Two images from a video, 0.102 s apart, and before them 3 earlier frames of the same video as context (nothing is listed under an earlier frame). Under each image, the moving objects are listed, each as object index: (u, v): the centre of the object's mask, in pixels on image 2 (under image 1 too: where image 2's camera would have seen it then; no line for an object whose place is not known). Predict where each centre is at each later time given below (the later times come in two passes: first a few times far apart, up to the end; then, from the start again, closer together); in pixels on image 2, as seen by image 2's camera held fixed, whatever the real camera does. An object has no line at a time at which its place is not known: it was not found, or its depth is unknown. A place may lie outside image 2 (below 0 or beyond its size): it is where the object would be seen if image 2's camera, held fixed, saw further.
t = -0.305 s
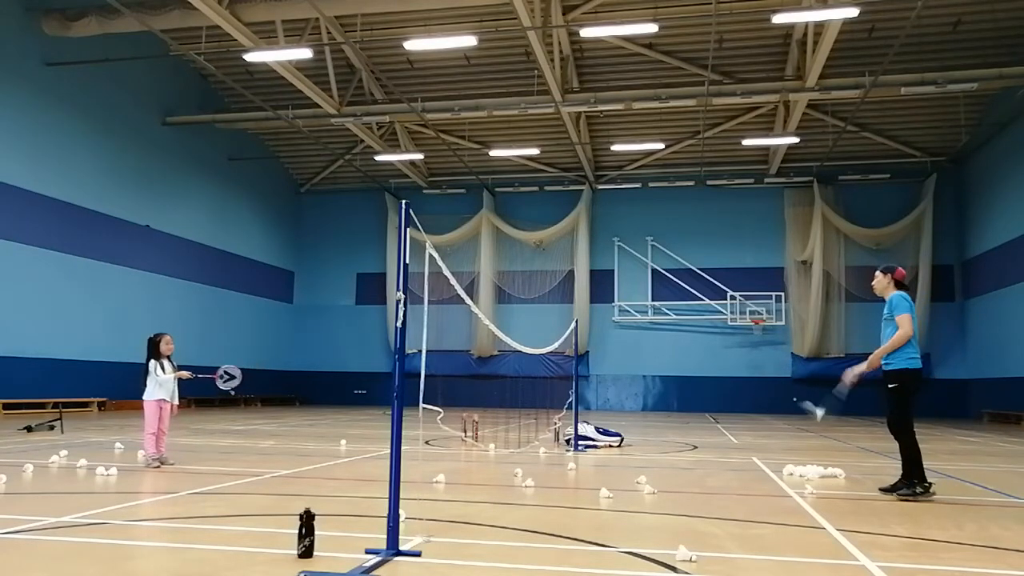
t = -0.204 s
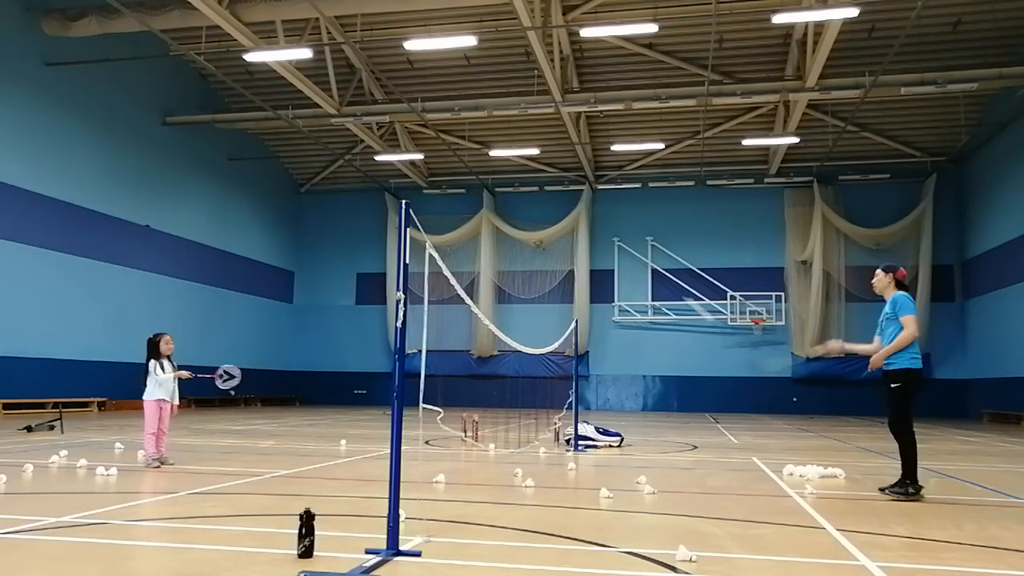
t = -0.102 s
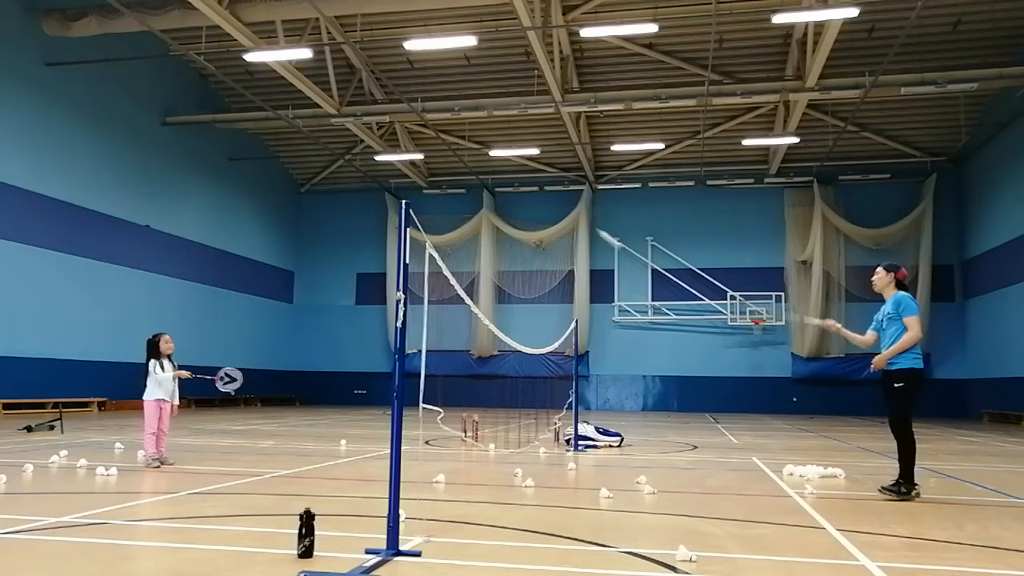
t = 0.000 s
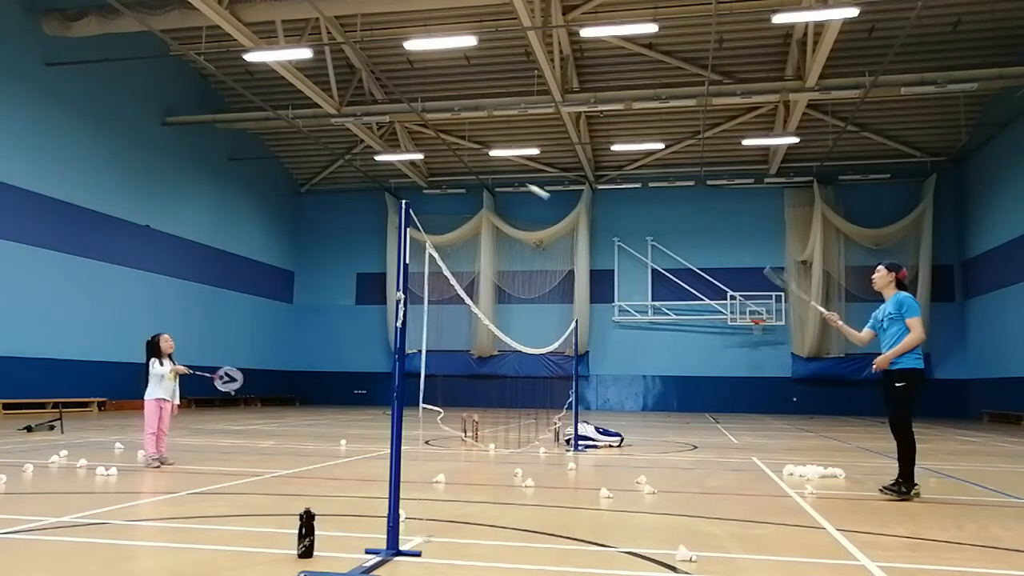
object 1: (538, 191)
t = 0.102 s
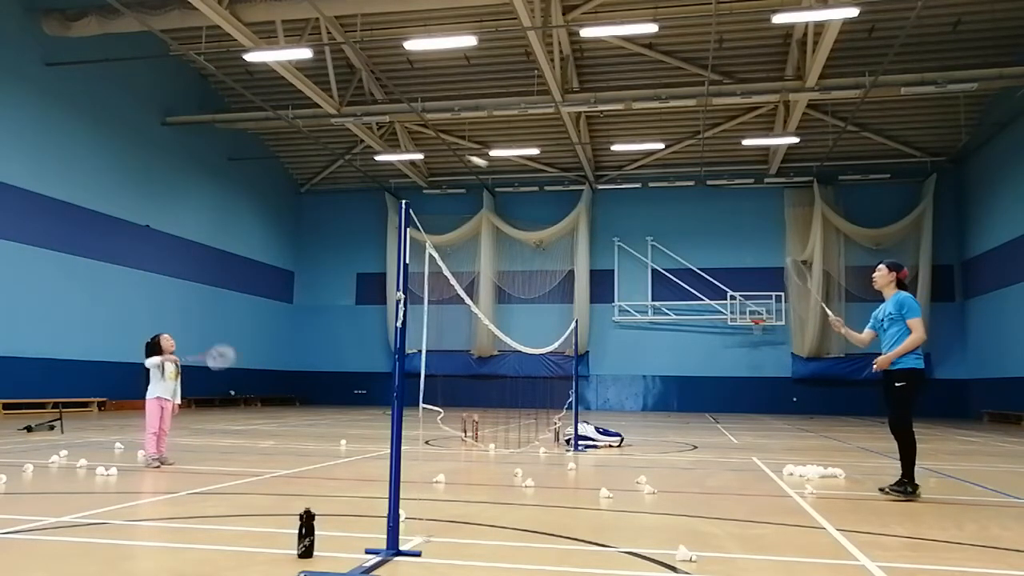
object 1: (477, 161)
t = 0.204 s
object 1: (424, 145)
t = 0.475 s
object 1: (304, 158)
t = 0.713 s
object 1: (220, 227)
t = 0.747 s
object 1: (209, 241)
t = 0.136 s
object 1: (459, 154)
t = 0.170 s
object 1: (442, 149)
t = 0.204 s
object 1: (424, 145)
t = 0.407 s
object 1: (332, 147)
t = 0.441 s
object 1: (318, 152)
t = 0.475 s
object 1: (304, 158)
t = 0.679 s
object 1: (231, 214)
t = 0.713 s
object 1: (220, 227)
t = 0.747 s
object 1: (209, 241)
